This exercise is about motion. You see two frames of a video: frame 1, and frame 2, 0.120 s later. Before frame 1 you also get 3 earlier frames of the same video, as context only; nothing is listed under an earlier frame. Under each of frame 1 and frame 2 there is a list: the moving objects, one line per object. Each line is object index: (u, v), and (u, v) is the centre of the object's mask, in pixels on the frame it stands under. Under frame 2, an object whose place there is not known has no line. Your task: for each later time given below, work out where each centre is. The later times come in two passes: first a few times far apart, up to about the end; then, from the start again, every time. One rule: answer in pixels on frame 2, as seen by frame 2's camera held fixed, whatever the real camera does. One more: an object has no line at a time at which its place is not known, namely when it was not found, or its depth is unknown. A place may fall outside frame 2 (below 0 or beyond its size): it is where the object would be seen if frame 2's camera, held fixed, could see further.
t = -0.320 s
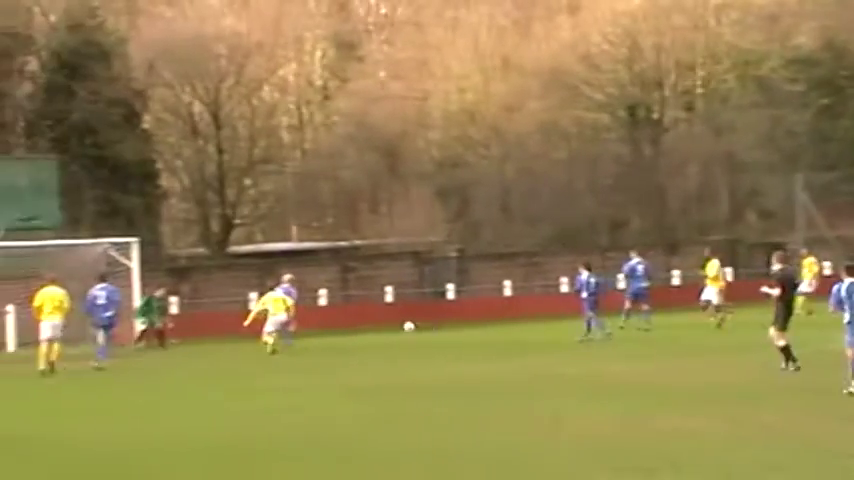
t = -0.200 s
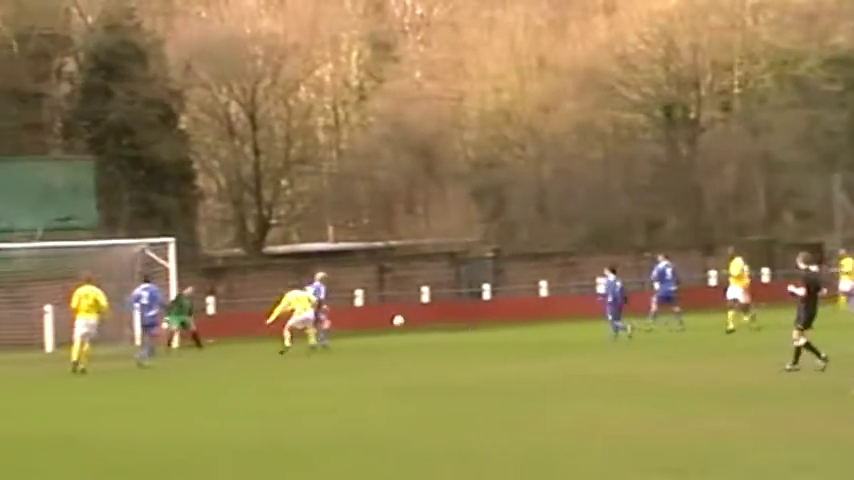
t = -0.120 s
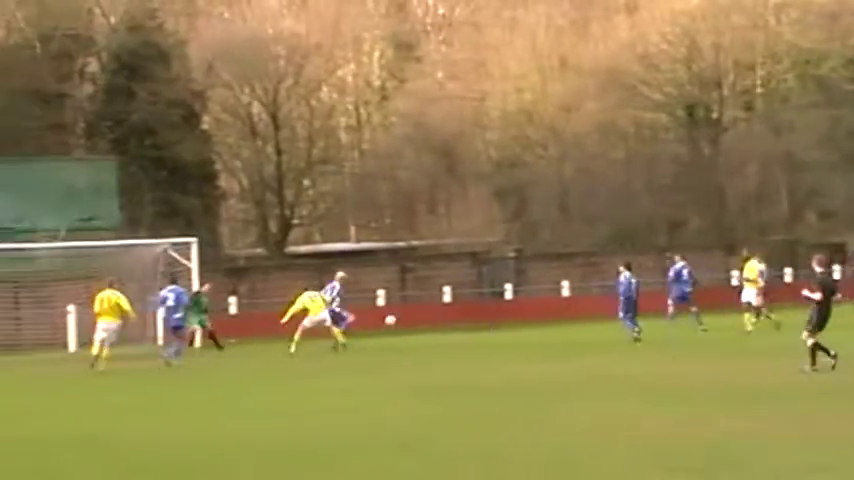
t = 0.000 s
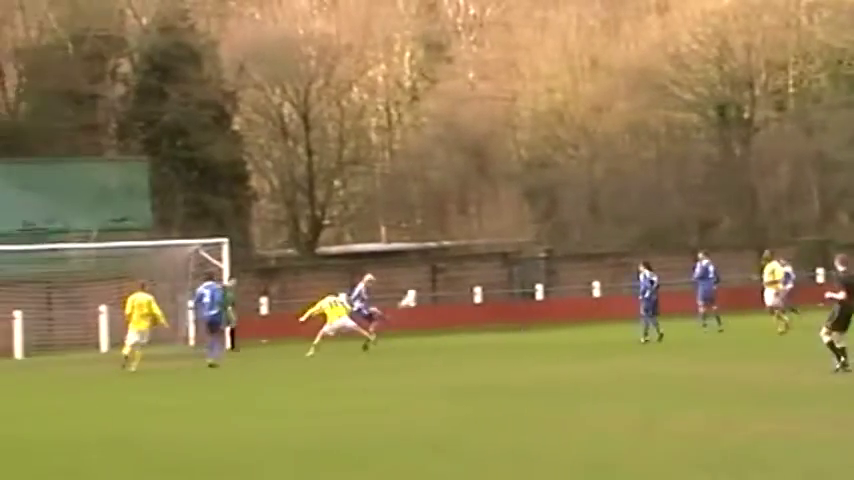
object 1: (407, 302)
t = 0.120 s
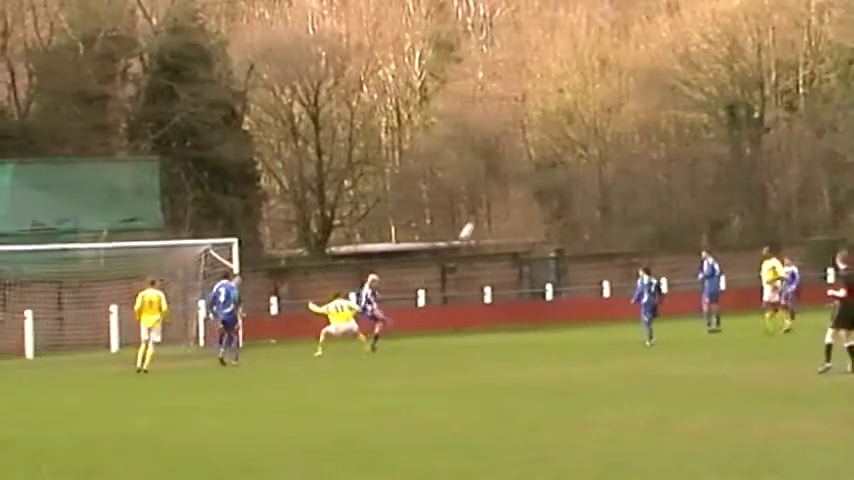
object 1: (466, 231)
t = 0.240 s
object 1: (514, 170)
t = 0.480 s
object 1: (607, 69)
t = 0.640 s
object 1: (669, 18)
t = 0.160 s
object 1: (482, 209)
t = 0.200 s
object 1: (498, 189)
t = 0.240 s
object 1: (514, 170)
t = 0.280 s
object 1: (529, 152)
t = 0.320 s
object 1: (545, 133)
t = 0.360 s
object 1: (560, 116)
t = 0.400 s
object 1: (576, 99)
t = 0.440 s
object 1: (591, 85)
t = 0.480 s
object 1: (607, 69)
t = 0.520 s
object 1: (622, 56)
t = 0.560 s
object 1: (637, 43)
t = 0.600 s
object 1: (652, 30)
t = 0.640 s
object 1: (669, 18)
